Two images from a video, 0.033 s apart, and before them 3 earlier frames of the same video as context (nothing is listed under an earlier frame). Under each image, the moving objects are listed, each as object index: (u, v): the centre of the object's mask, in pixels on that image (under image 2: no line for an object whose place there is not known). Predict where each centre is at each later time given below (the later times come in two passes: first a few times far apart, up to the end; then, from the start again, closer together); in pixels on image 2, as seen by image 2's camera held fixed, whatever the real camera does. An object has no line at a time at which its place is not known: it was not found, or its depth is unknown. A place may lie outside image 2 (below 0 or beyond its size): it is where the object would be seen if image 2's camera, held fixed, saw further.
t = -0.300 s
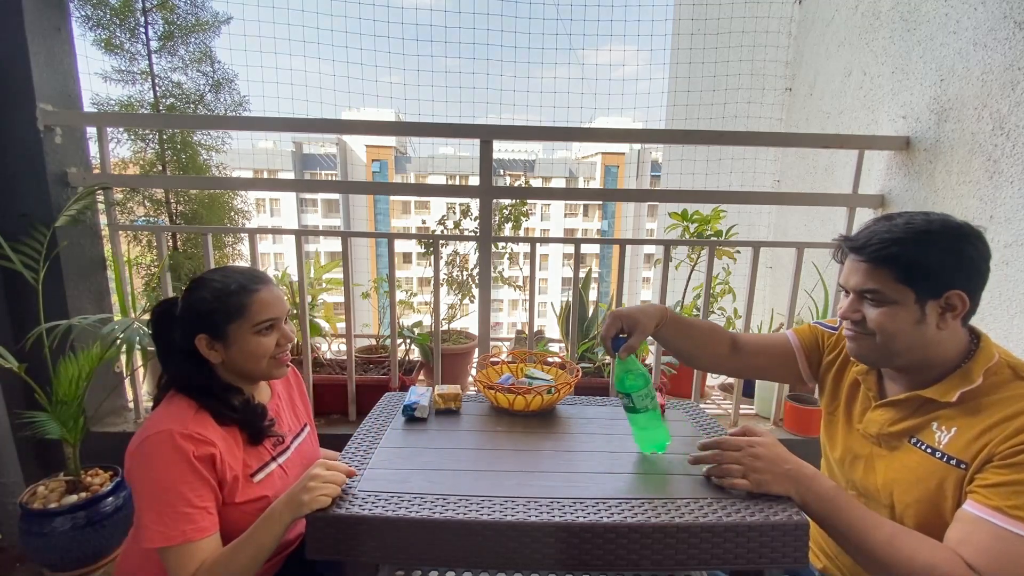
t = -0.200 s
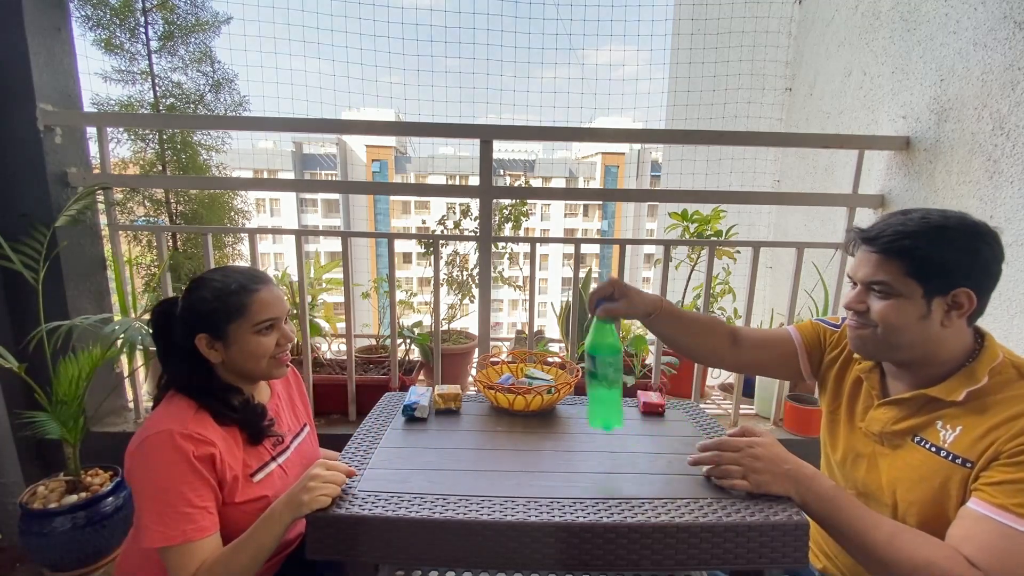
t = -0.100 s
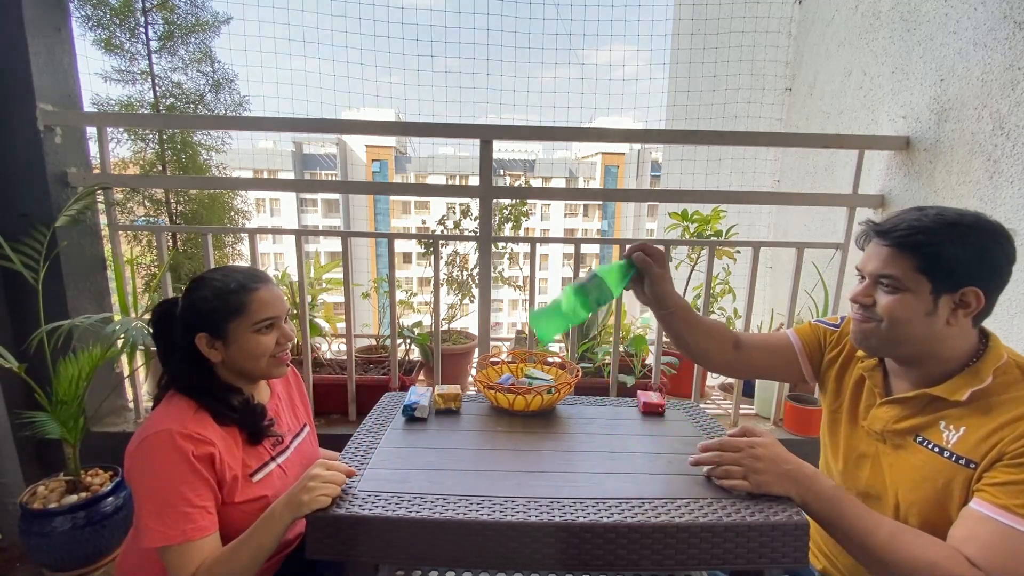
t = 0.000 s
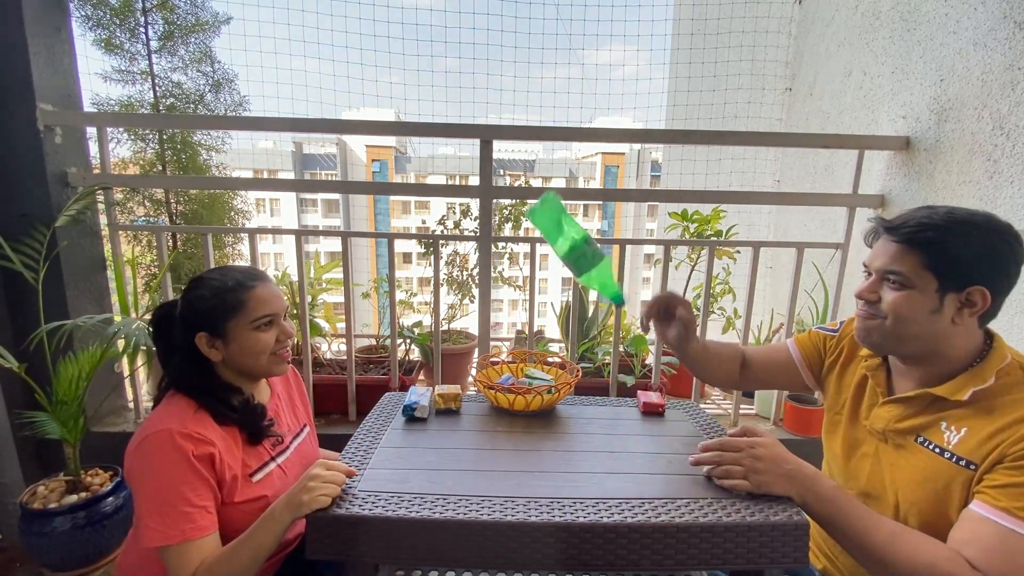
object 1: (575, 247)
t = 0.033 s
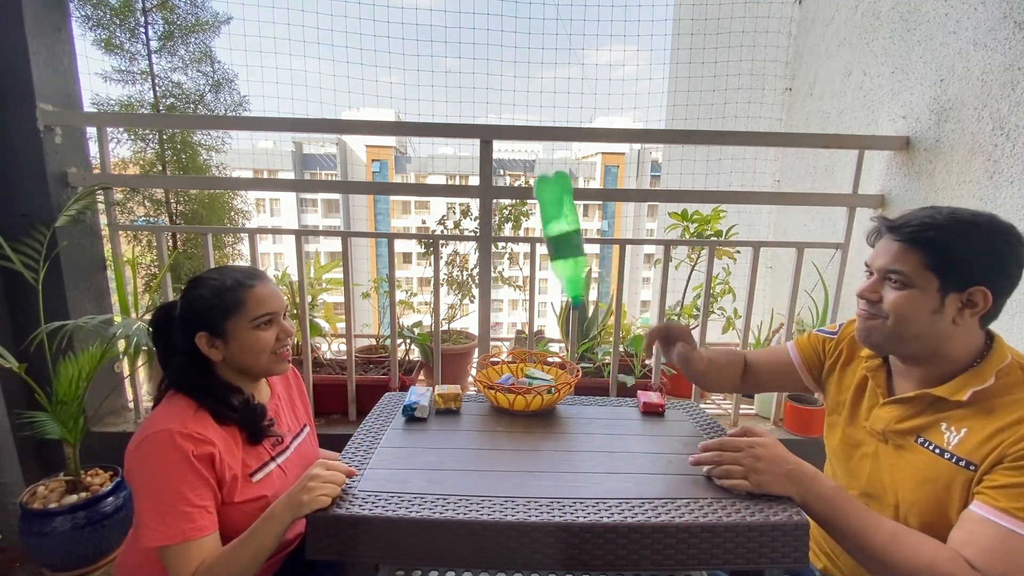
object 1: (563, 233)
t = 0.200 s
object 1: (532, 185)
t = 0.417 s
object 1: (561, 386)
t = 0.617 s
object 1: (593, 411)
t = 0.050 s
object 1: (556, 225)
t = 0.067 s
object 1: (550, 217)
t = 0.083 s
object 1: (544, 210)
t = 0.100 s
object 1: (539, 204)
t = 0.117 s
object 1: (534, 198)
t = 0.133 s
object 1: (533, 192)
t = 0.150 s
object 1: (530, 188)
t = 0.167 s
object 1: (529, 185)
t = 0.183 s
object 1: (530, 184)
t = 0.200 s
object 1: (532, 185)
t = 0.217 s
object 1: (535, 188)
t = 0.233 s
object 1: (538, 194)
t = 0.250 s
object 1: (542, 203)
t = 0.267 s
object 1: (545, 214)
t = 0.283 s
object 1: (549, 228)
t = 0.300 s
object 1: (552, 243)
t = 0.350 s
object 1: (558, 300)
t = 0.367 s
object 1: (558, 322)
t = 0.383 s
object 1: (560, 341)
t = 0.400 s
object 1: (560, 364)
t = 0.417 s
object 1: (561, 386)
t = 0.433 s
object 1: (563, 401)
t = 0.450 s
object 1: (573, 402)
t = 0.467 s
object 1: (577, 408)
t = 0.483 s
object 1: (578, 415)
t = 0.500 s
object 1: (579, 416)
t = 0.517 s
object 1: (581, 412)
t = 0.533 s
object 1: (582, 411)
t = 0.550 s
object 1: (585, 410)
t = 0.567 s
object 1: (588, 411)
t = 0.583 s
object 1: (591, 410)
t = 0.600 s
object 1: (592, 410)
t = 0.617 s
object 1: (593, 411)
